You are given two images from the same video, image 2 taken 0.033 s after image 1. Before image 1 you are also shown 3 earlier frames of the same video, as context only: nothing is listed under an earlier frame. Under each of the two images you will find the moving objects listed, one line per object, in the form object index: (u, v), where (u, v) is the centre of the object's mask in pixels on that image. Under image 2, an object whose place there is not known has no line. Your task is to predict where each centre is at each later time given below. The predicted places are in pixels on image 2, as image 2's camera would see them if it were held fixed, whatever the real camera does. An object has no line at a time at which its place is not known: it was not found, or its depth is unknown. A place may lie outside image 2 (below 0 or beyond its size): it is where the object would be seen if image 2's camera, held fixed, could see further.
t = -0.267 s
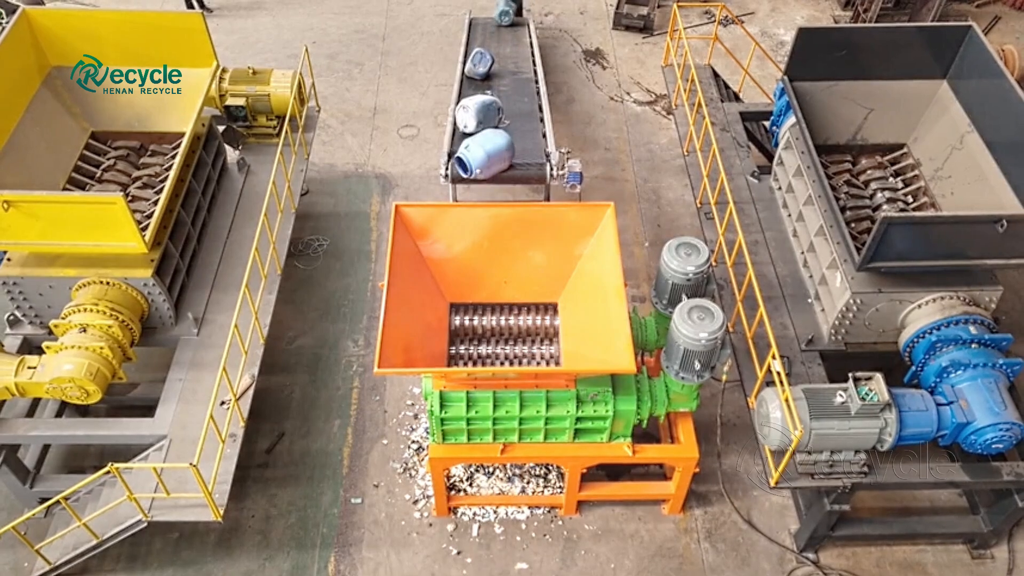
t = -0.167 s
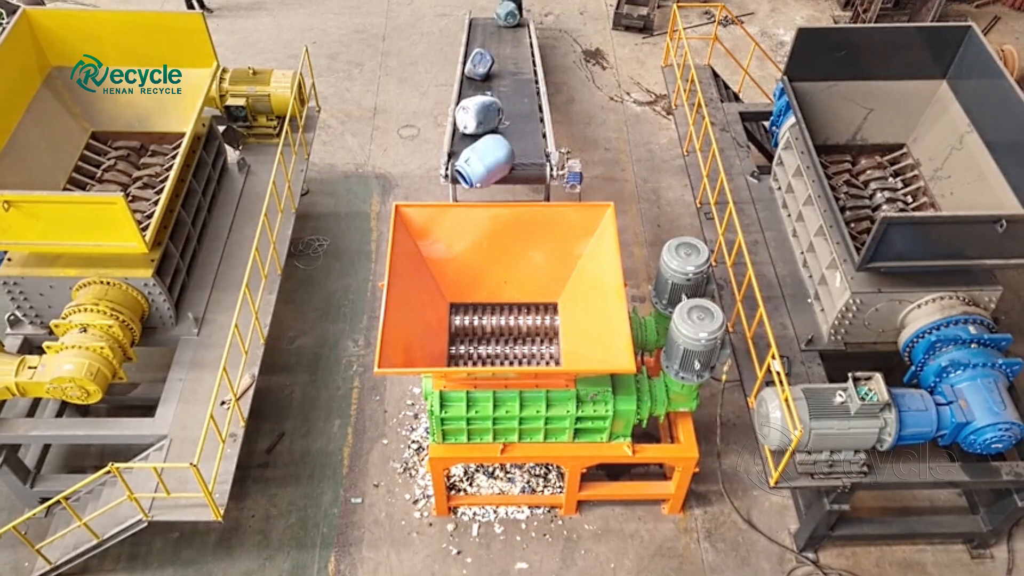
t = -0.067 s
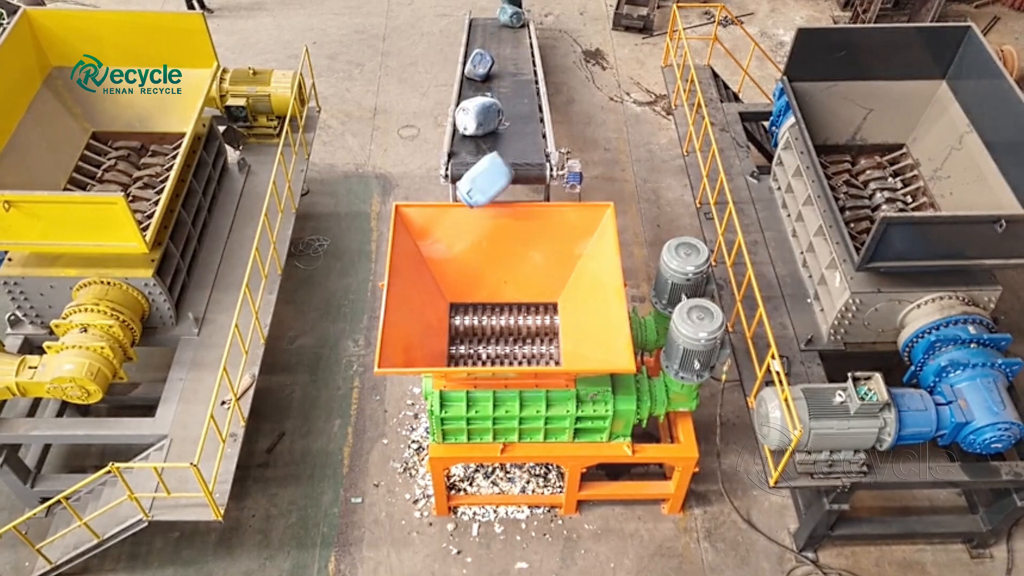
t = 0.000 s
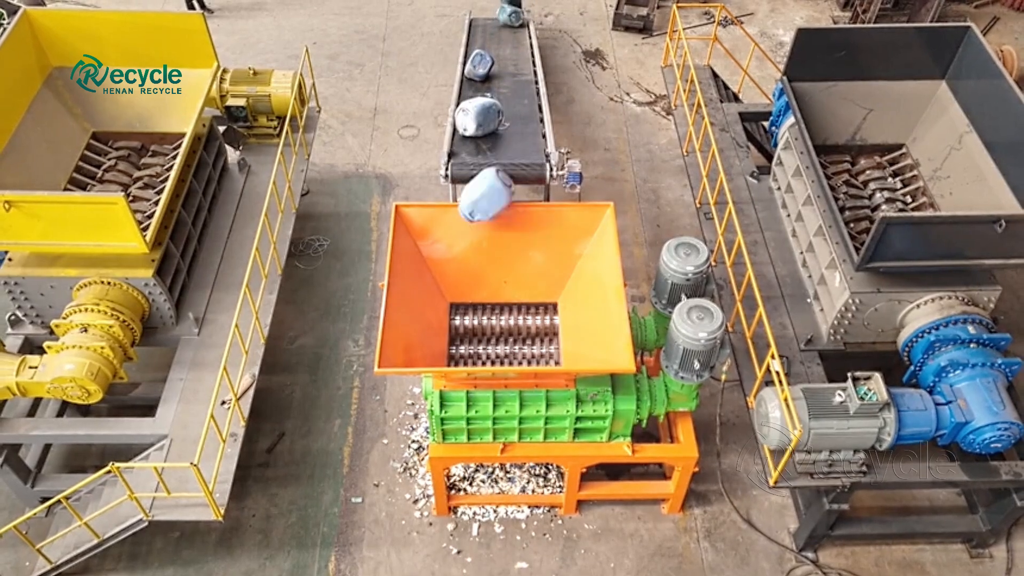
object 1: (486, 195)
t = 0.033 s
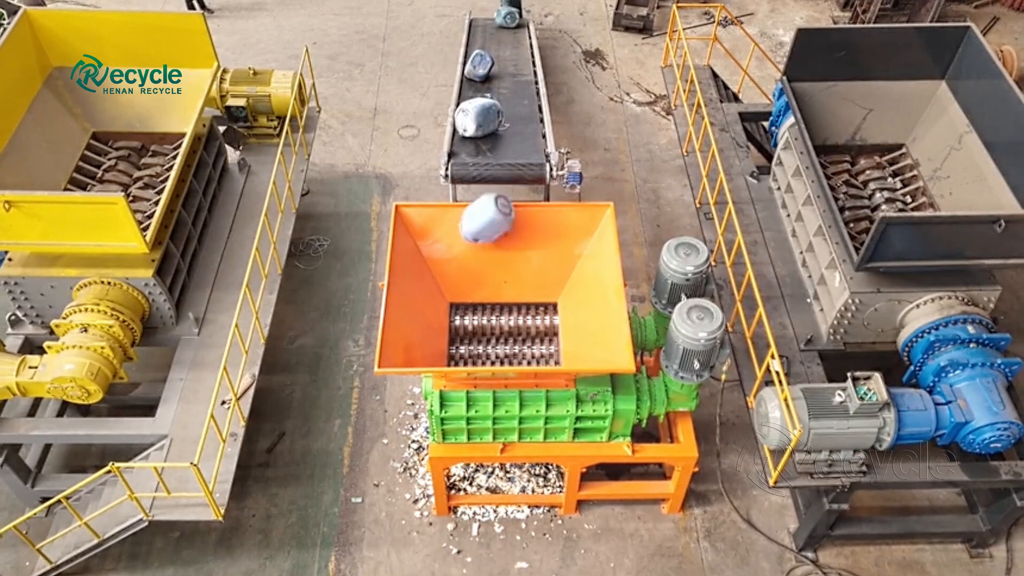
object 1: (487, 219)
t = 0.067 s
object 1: (487, 242)
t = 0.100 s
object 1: (487, 252)
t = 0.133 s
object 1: (488, 270)
